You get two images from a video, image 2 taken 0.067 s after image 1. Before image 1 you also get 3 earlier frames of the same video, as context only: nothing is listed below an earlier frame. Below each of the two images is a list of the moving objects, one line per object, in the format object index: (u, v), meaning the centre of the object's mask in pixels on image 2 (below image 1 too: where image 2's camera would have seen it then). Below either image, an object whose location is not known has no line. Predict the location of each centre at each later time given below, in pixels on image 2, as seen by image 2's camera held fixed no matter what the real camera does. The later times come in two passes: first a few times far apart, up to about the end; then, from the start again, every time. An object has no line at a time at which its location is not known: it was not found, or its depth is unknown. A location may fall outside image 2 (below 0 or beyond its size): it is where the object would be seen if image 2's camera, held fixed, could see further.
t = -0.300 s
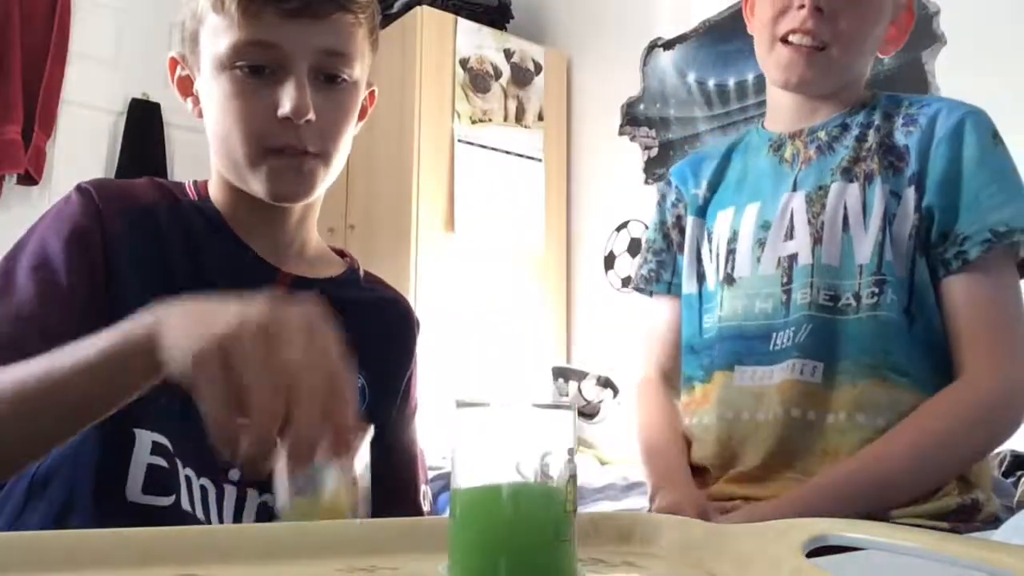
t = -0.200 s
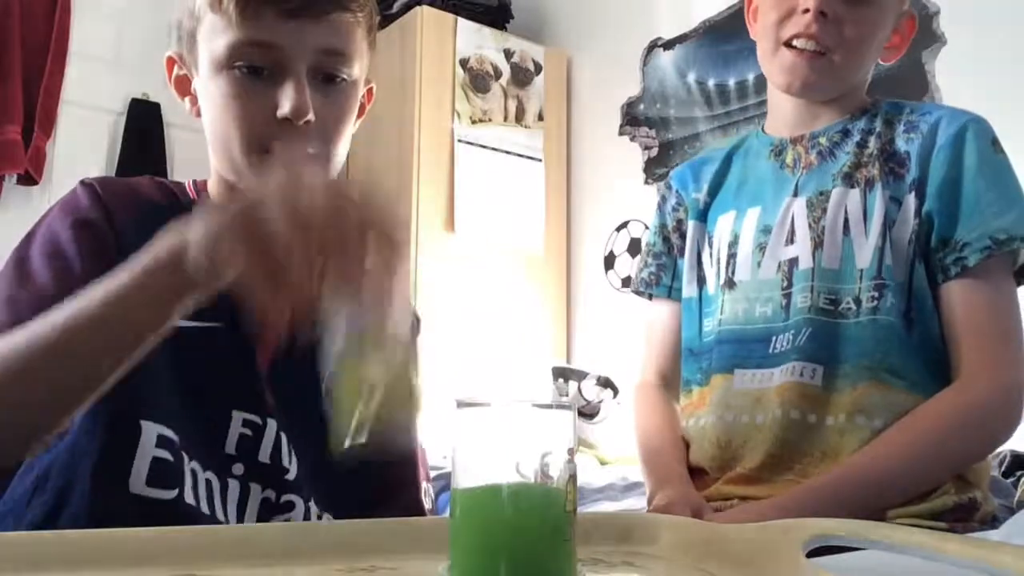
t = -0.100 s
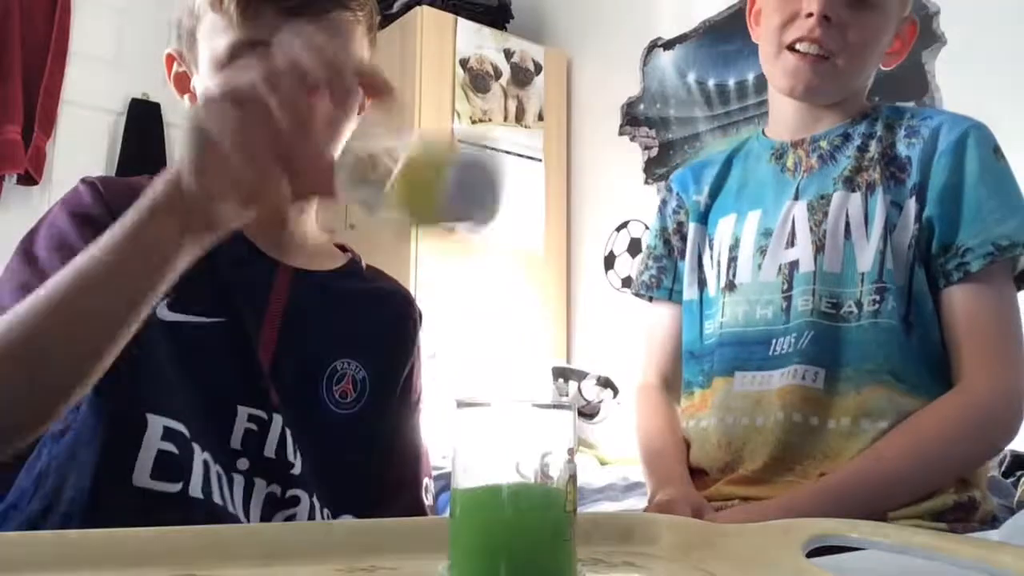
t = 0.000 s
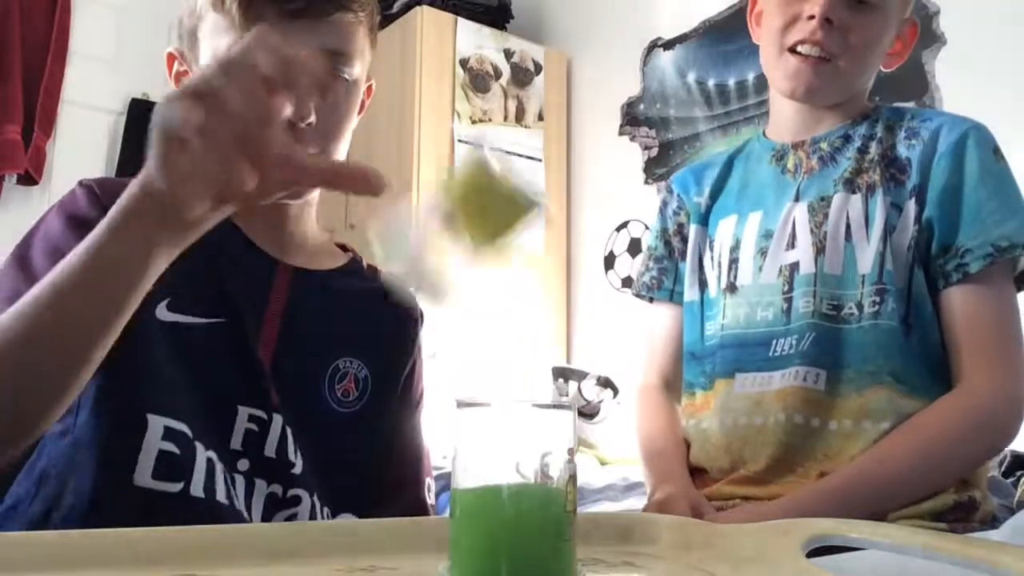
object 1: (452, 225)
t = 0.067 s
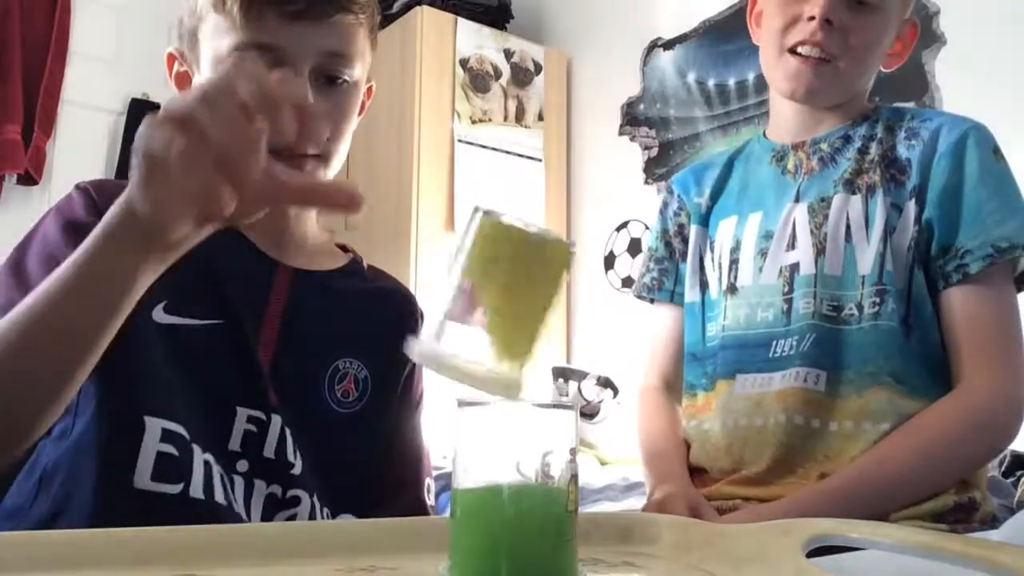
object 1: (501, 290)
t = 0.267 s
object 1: (493, 302)
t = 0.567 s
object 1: (494, 303)
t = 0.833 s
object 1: (494, 303)
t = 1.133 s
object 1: (494, 303)
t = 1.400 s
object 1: (494, 303)
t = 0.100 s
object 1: (506, 295)
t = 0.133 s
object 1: (508, 297)
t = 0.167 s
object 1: (506, 298)
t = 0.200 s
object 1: (503, 298)
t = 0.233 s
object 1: (498, 302)
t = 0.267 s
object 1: (493, 302)
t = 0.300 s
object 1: (494, 303)
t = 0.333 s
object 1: (493, 302)
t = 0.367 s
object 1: (494, 303)
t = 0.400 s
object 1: (494, 303)
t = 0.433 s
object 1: (494, 303)
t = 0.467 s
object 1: (494, 303)
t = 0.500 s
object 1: (494, 303)
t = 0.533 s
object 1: (494, 303)
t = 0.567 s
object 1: (494, 303)
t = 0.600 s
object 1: (494, 303)
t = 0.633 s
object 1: (494, 303)
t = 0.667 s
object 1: (494, 303)
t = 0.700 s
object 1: (494, 303)
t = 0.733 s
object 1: (494, 303)
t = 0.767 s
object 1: (494, 303)
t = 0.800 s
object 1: (494, 303)
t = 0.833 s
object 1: (494, 303)
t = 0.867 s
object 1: (494, 303)
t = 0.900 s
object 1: (494, 303)
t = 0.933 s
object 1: (494, 303)
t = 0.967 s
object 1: (494, 303)
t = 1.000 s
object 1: (494, 303)
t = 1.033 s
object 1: (494, 303)
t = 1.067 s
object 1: (494, 303)
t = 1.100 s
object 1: (494, 303)
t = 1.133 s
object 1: (494, 303)
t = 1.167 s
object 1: (494, 303)
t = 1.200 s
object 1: (494, 303)
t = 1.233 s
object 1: (494, 303)
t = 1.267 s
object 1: (494, 303)
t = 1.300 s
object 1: (494, 303)
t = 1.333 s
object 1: (494, 304)
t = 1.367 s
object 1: (494, 303)
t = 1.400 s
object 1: (494, 303)
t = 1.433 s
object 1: (494, 303)
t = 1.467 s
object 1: (494, 303)
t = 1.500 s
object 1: (494, 303)
